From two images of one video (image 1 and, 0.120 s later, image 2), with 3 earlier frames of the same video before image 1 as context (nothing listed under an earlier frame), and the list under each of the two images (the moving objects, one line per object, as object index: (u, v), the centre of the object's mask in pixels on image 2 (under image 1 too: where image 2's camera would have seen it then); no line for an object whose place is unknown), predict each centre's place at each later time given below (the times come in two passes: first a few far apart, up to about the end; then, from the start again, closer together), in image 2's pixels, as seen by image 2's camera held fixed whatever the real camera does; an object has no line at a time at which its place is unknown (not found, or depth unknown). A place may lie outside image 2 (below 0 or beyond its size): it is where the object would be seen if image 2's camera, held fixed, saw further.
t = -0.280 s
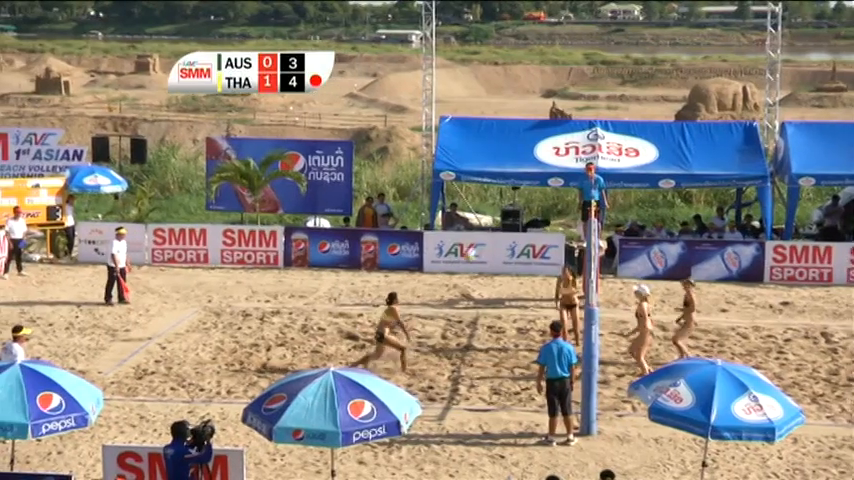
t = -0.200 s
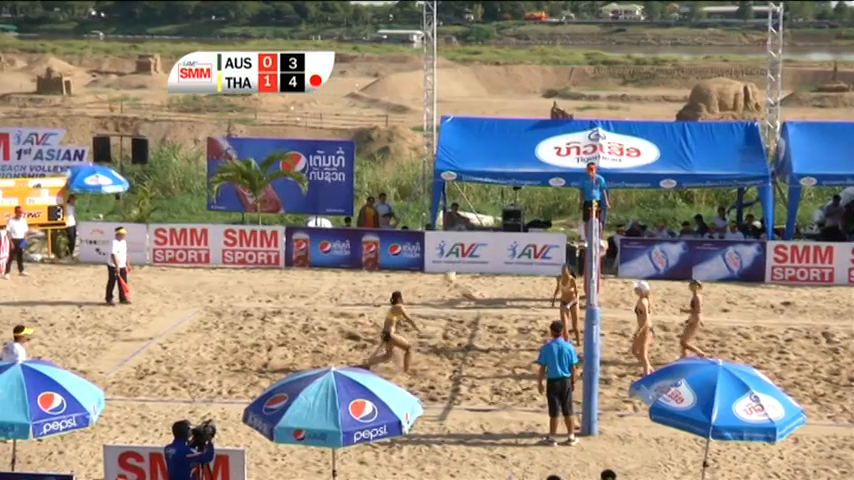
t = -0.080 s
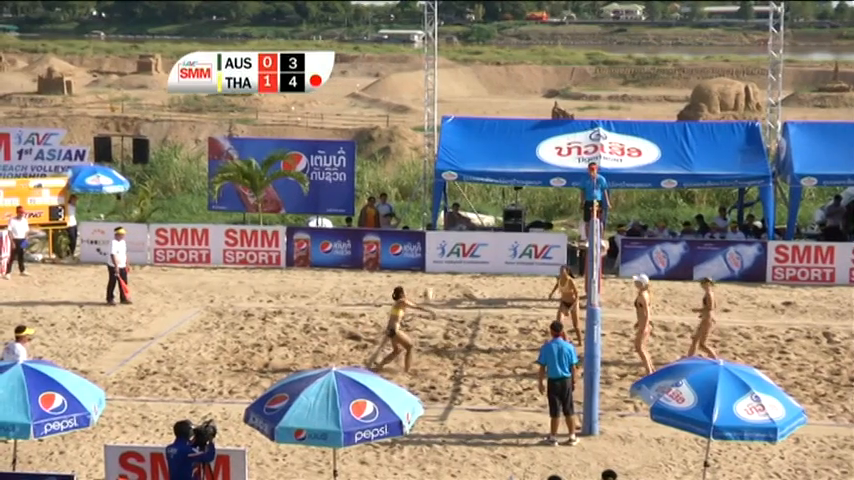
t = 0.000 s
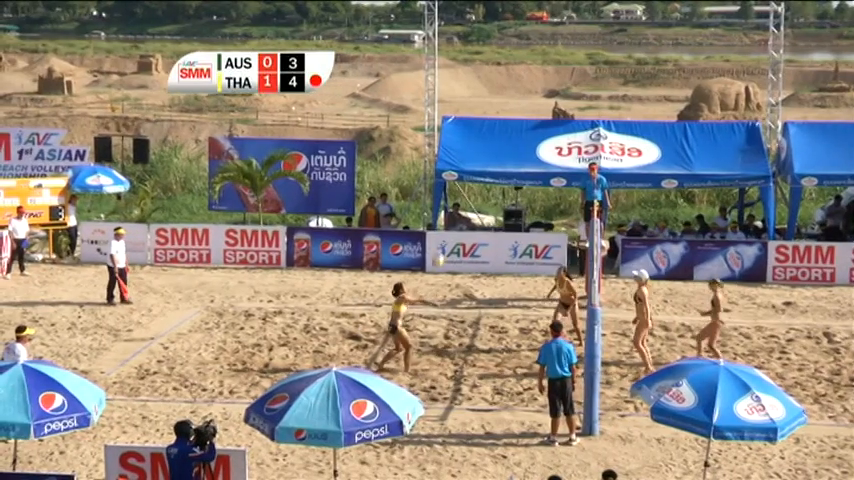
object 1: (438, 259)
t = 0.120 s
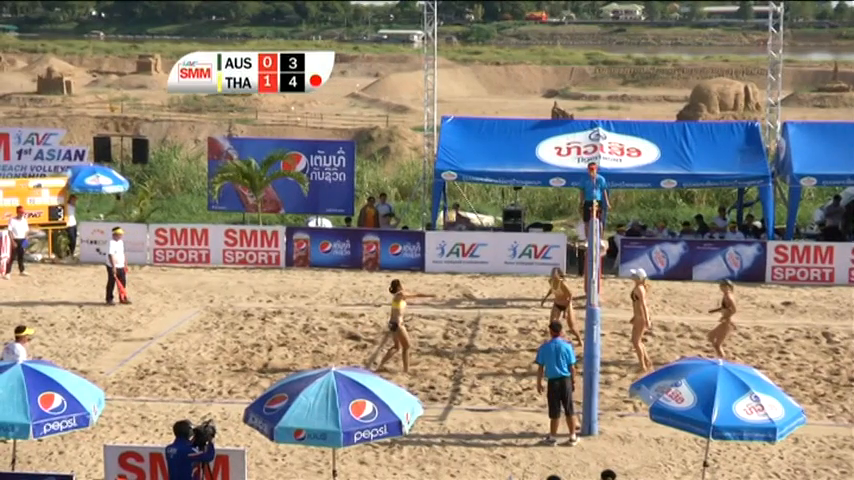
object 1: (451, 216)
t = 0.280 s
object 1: (467, 170)
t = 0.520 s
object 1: (490, 130)
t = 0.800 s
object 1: (517, 125)
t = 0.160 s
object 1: (456, 203)
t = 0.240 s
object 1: (462, 179)
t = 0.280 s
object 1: (467, 170)
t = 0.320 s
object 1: (471, 161)
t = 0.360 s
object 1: (475, 153)
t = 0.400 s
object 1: (478, 146)
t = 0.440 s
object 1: (482, 140)
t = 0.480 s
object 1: (486, 134)
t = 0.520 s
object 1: (490, 130)
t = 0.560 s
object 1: (494, 126)
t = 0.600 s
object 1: (498, 124)
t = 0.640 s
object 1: (502, 123)
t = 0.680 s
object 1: (506, 122)
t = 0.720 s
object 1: (509, 122)
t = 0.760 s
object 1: (513, 123)
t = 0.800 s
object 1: (517, 125)
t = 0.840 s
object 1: (521, 128)
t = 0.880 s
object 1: (525, 132)
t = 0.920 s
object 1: (528, 137)
